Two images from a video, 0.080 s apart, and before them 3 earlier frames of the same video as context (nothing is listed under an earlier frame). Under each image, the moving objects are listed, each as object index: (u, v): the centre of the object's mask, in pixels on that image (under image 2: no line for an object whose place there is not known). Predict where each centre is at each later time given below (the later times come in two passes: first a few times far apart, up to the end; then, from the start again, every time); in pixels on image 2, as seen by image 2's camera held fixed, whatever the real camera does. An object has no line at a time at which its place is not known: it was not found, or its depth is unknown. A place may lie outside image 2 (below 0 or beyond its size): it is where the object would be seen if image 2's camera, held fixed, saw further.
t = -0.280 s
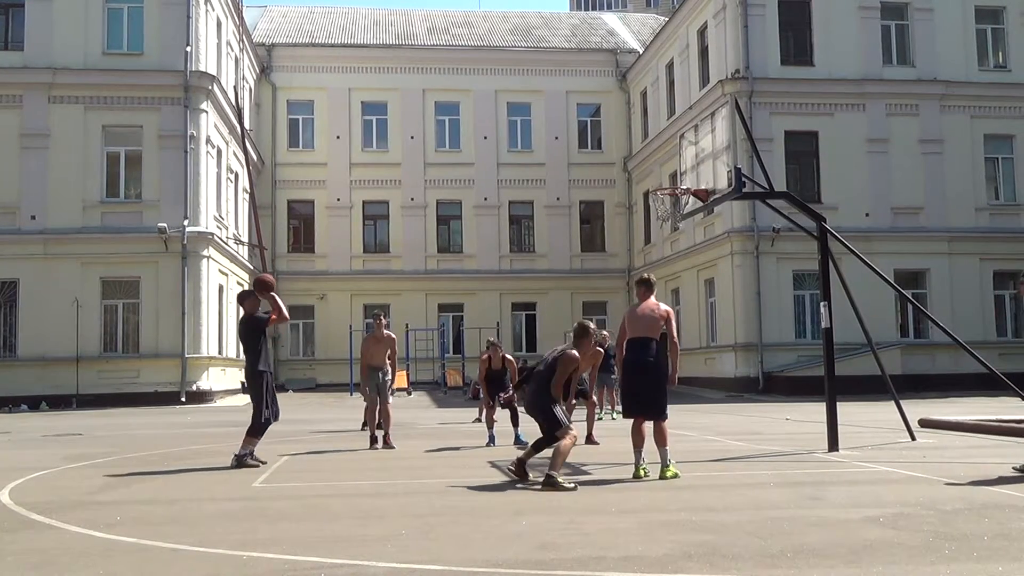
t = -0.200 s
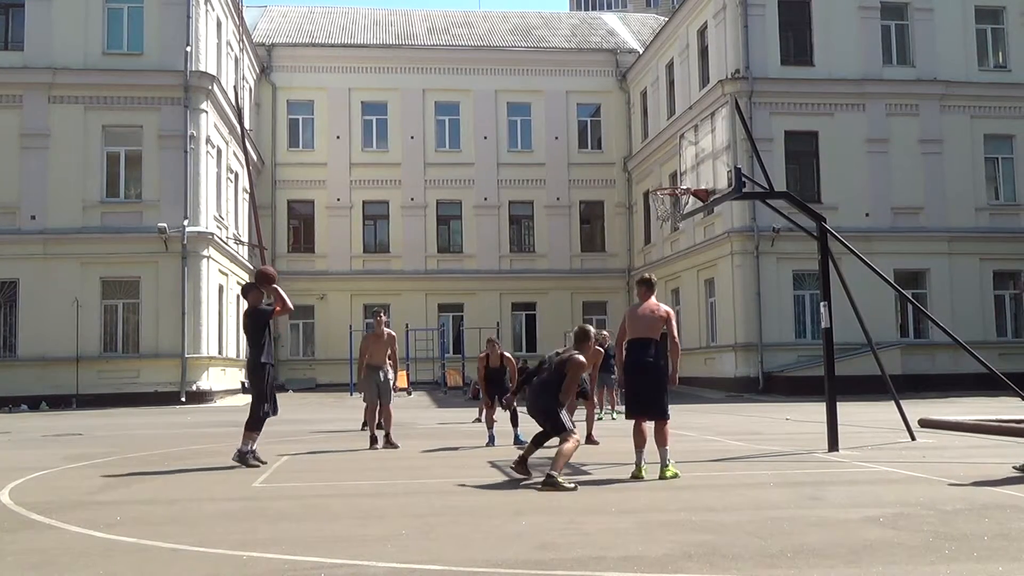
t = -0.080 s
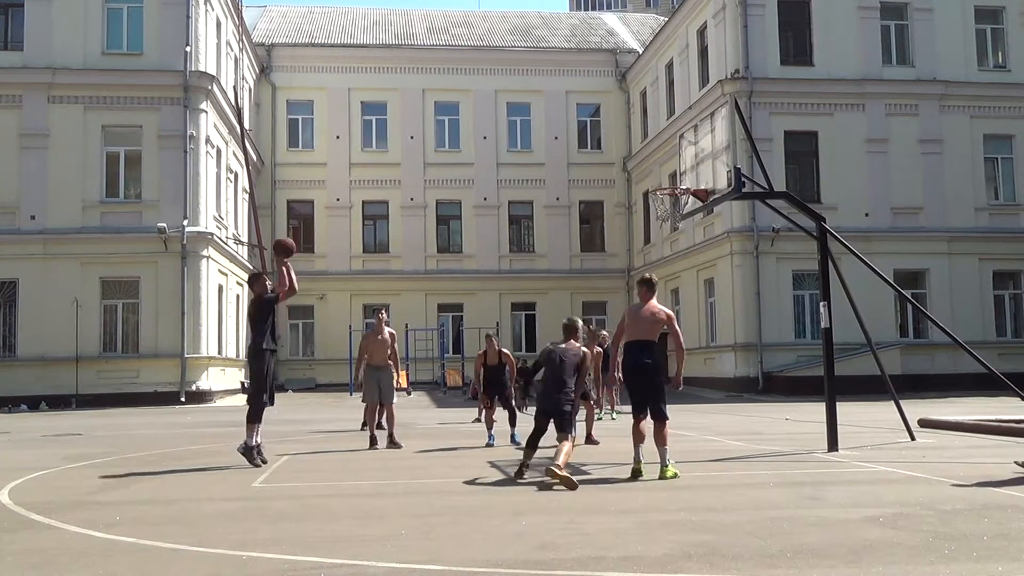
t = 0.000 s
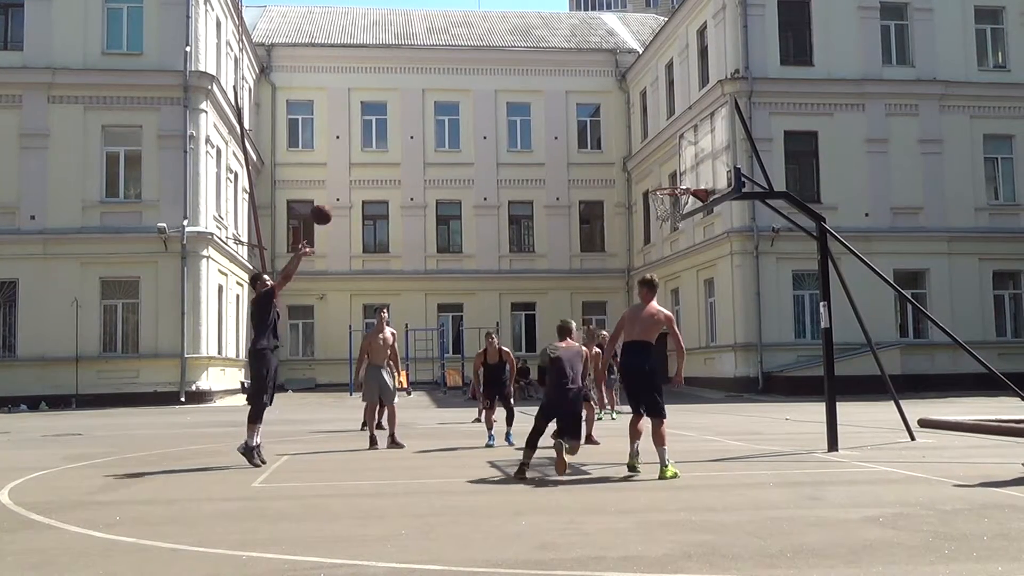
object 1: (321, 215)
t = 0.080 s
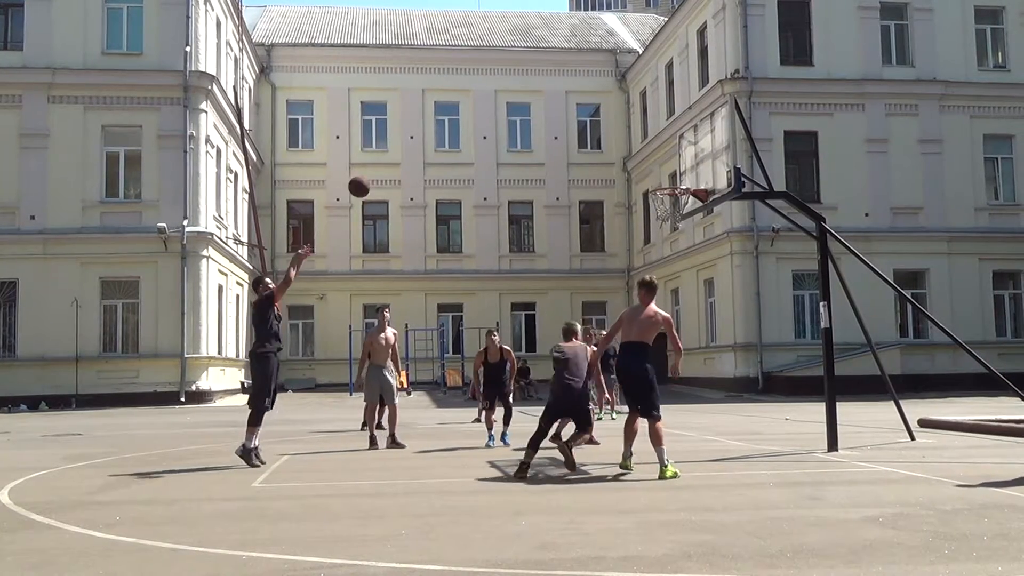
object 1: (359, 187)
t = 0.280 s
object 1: (450, 144)
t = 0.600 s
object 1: (589, 149)
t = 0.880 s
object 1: (681, 181)
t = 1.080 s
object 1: (689, 172)
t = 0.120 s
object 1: (377, 176)
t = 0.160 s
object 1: (396, 166)
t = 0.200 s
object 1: (414, 158)
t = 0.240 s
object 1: (433, 150)
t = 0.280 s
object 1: (450, 144)
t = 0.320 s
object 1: (468, 140)
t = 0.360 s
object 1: (485, 138)
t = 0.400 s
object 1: (503, 136)
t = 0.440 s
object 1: (521, 136)
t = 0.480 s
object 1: (538, 138)
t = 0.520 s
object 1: (555, 140)
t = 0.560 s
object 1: (572, 144)
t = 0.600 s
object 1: (589, 149)
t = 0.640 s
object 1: (605, 157)
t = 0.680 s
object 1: (622, 164)
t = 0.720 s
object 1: (639, 173)
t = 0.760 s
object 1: (655, 182)
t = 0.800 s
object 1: (667, 183)
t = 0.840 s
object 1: (676, 182)
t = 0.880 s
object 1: (681, 181)
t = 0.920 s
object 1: (682, 178)
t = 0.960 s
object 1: (684, 175)
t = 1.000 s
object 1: (685, 172)
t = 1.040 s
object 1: (687, 172)
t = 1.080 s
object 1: (689, 172)
